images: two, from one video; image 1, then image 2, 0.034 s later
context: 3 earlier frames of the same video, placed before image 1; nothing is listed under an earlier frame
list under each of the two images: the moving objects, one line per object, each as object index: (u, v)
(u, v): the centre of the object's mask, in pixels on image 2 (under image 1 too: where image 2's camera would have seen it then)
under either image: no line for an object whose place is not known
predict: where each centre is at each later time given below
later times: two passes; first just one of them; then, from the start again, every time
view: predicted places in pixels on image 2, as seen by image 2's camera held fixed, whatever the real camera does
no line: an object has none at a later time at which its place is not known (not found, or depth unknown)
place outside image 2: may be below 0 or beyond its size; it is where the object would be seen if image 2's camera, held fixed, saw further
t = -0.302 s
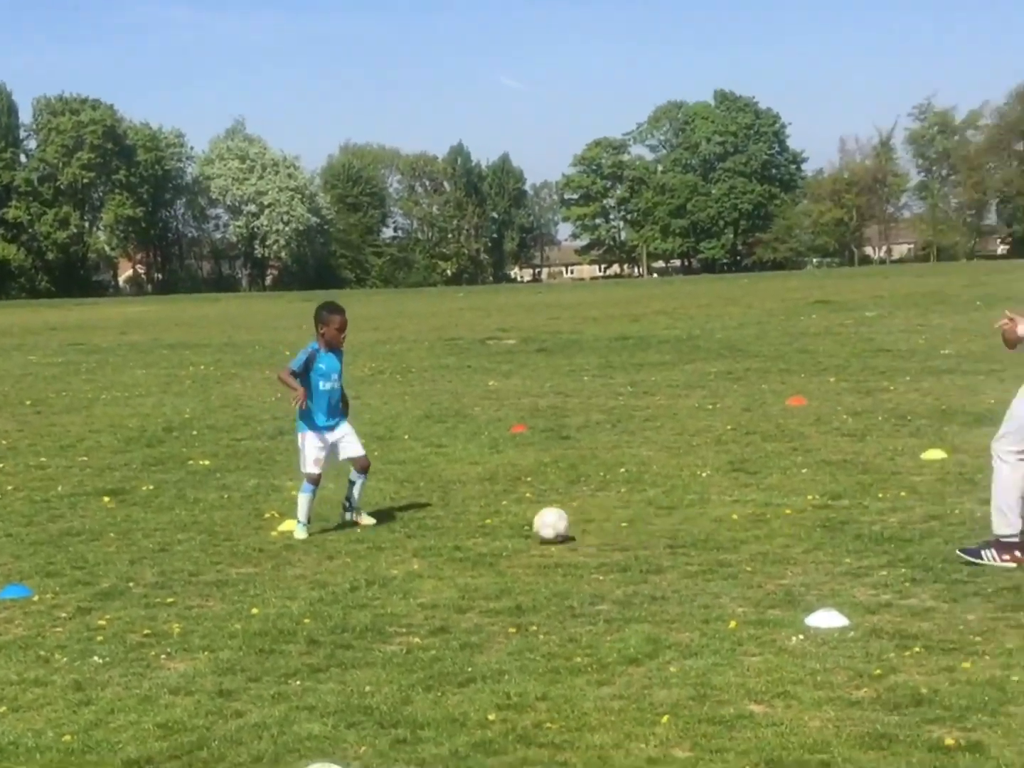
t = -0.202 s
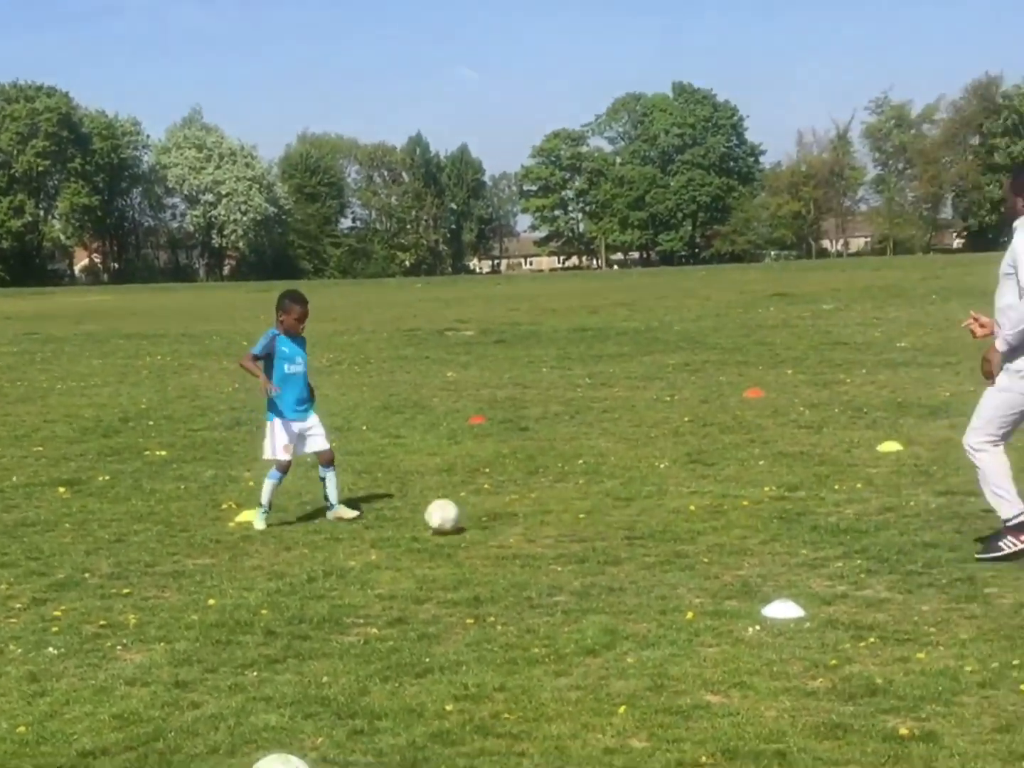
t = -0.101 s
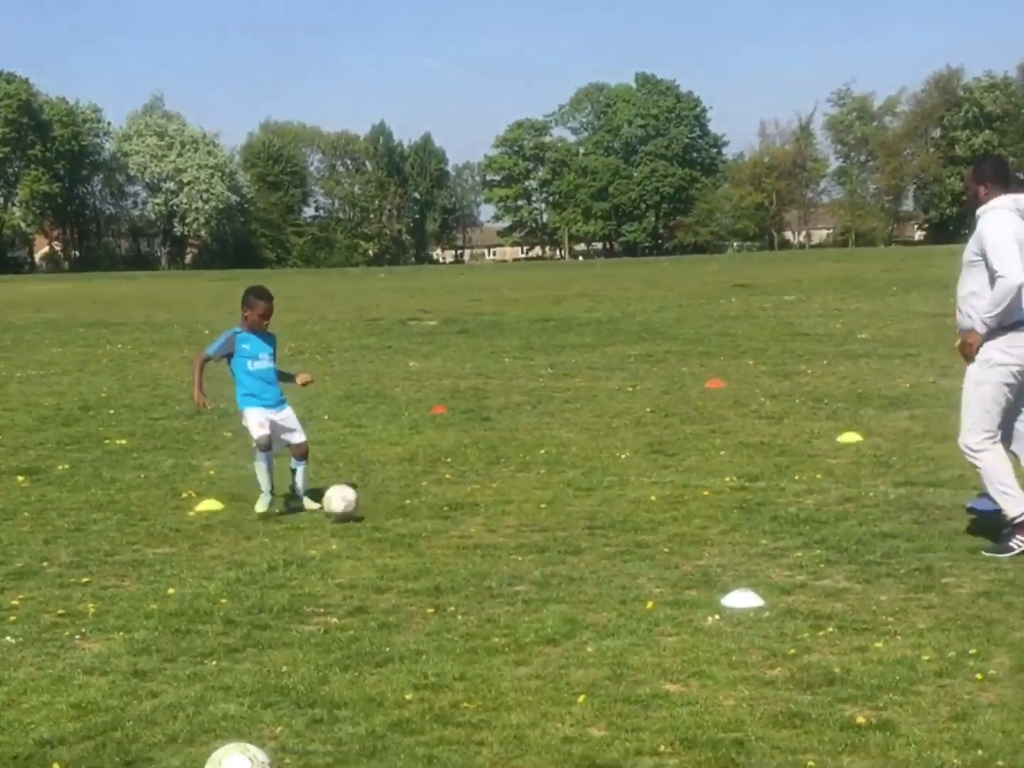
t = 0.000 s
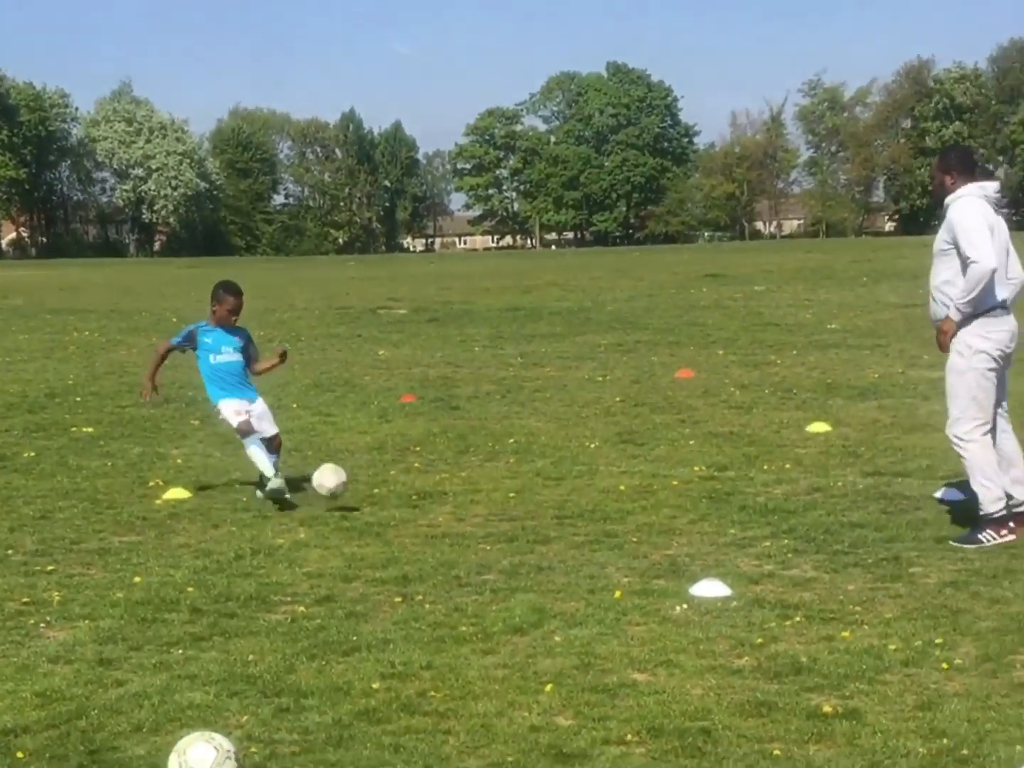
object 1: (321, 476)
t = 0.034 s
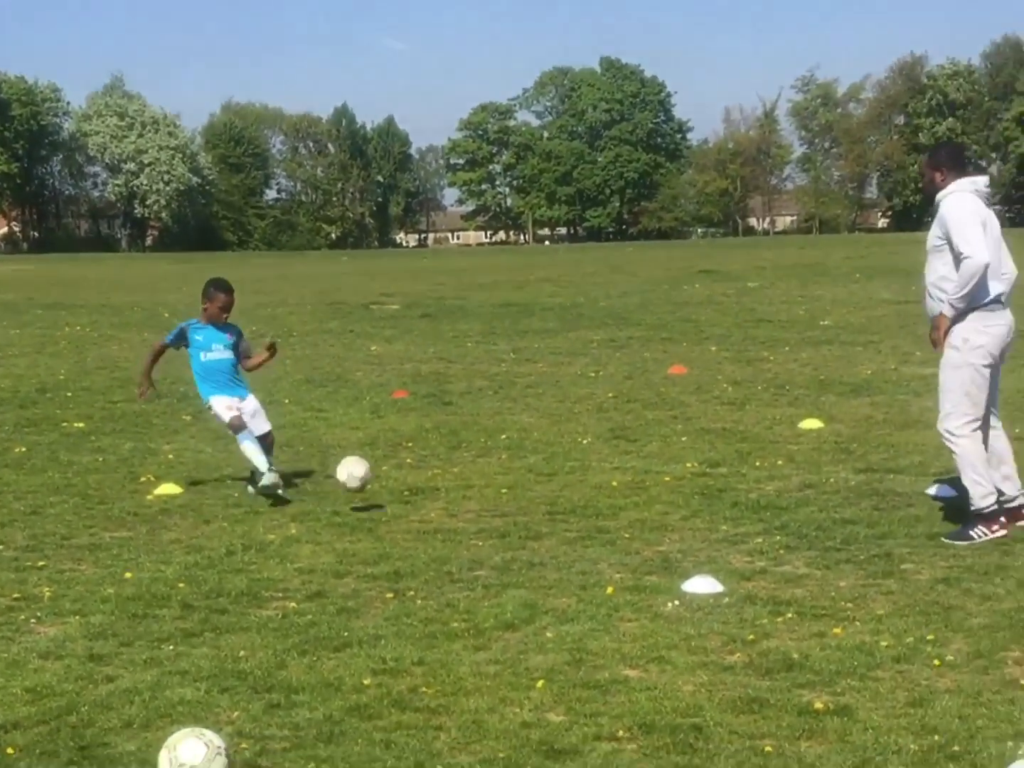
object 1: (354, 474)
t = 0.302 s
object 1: (637, 514)
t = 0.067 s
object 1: (387, 472)
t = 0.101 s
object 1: (419, 472)
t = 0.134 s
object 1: (456, 476)
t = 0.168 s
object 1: (491, 480)
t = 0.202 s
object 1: (528, 487)
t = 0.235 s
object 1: (565, 497)
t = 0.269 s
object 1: (604, 508)
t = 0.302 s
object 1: (637, 514)
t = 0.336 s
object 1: (655, 502)
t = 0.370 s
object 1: (671, 489)
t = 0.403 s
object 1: (688, 478)
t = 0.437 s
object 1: (706, 469)
